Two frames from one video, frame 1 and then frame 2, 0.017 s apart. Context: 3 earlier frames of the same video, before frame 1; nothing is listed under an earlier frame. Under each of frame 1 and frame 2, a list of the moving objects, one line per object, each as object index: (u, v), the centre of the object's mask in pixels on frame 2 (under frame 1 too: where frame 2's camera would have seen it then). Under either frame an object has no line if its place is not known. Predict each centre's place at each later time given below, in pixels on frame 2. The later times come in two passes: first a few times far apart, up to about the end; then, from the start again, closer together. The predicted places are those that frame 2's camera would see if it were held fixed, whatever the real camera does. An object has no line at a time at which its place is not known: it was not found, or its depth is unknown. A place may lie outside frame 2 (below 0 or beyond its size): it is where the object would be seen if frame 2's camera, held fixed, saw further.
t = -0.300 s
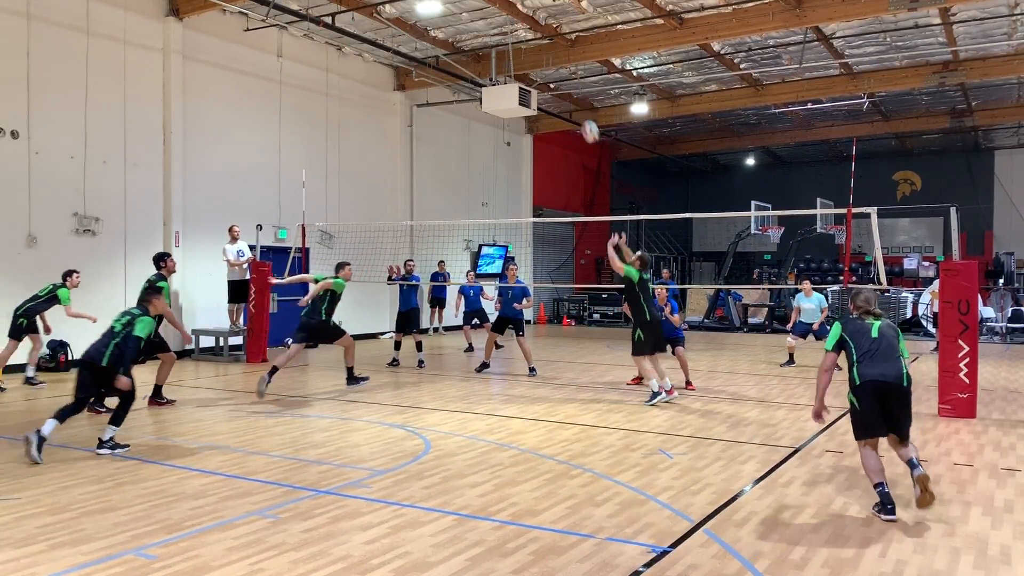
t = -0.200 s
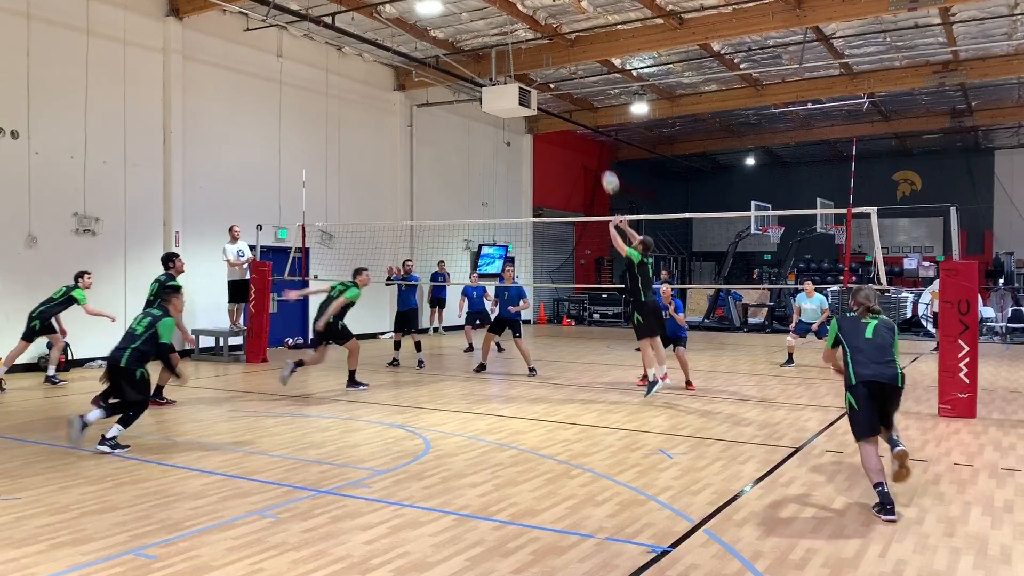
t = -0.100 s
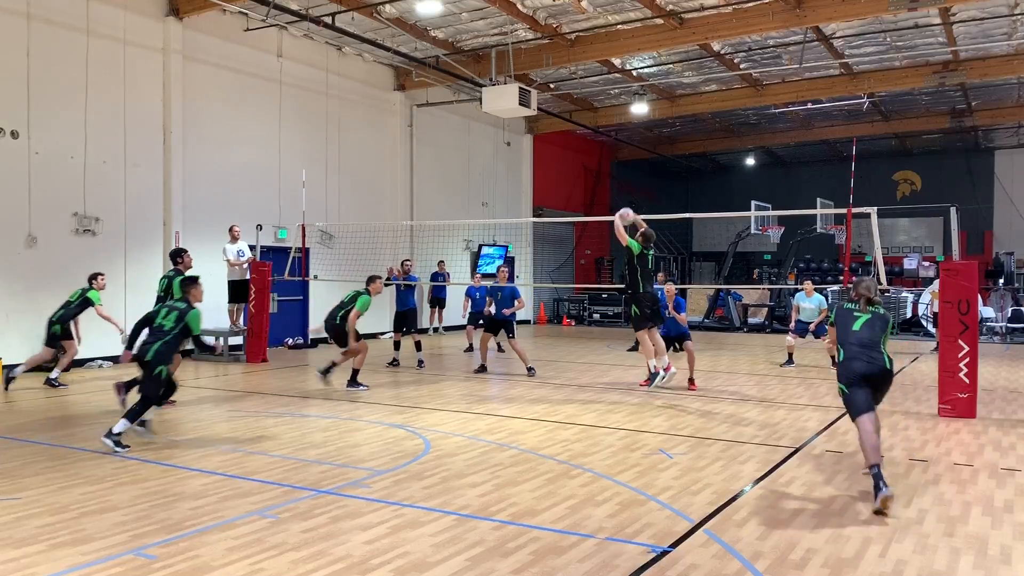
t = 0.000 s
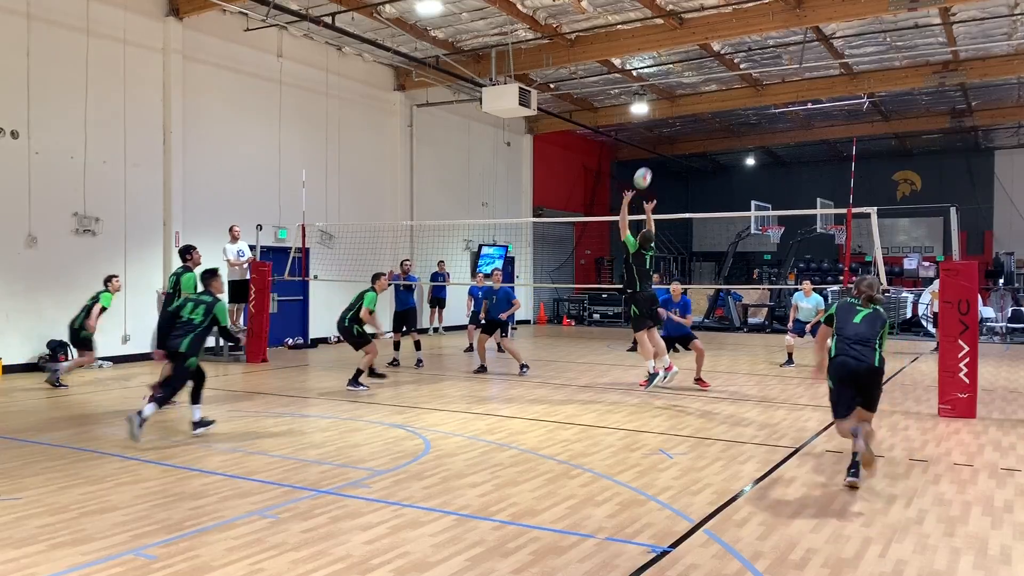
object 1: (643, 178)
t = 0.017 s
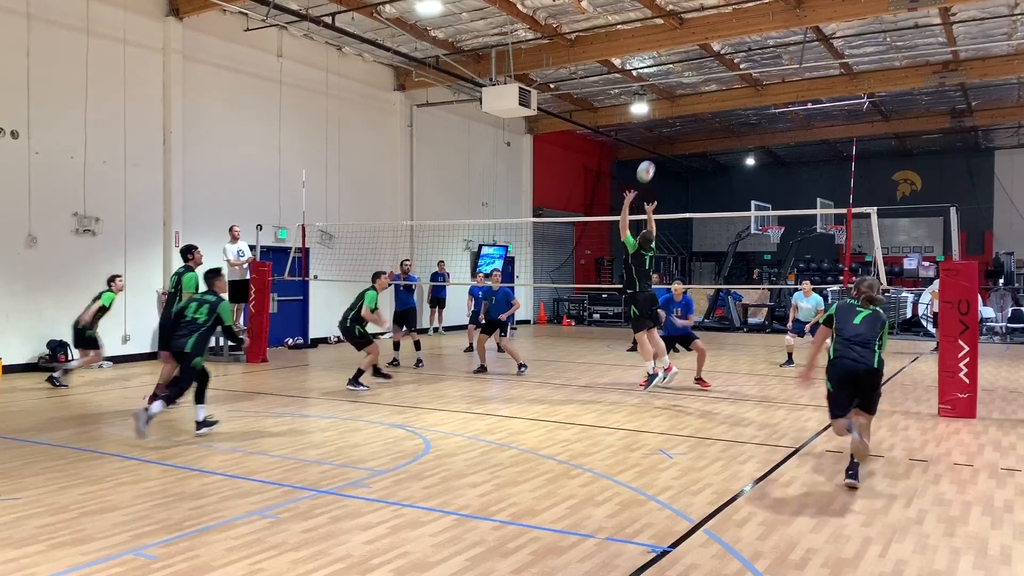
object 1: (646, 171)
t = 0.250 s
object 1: (688, 101)
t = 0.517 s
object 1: (736, 73)
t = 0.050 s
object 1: (652, 159)
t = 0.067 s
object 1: (655, 153)
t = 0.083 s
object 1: (658, 147)
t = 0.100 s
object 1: (661, 142)
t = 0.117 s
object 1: (664, 136)
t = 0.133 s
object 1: (667, 131)
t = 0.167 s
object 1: (673, 122)
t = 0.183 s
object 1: (676, 117)
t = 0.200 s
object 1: (680, 113)
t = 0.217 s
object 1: (682, 109)
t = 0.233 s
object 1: (685, 105)
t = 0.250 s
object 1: (688, 101)
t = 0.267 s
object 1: (692, 97)
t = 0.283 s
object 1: (694, 95)
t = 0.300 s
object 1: (697, 91)
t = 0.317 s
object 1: (700, 89)
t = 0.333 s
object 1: (703, 86)
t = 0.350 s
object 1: (706, 84)
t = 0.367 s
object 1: (709, 82)
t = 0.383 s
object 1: (712, 80)
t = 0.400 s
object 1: (715, 79)
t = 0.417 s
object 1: (718, 77)
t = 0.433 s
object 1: (721, 76)
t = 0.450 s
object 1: (724, 75)
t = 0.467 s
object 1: (727, 74)
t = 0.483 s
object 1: (730, 73)
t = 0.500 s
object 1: (733, 73)
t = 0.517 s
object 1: (736, 73)
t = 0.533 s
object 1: (739, 73)
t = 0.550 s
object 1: (742, 73)
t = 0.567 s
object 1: (745, 74)
